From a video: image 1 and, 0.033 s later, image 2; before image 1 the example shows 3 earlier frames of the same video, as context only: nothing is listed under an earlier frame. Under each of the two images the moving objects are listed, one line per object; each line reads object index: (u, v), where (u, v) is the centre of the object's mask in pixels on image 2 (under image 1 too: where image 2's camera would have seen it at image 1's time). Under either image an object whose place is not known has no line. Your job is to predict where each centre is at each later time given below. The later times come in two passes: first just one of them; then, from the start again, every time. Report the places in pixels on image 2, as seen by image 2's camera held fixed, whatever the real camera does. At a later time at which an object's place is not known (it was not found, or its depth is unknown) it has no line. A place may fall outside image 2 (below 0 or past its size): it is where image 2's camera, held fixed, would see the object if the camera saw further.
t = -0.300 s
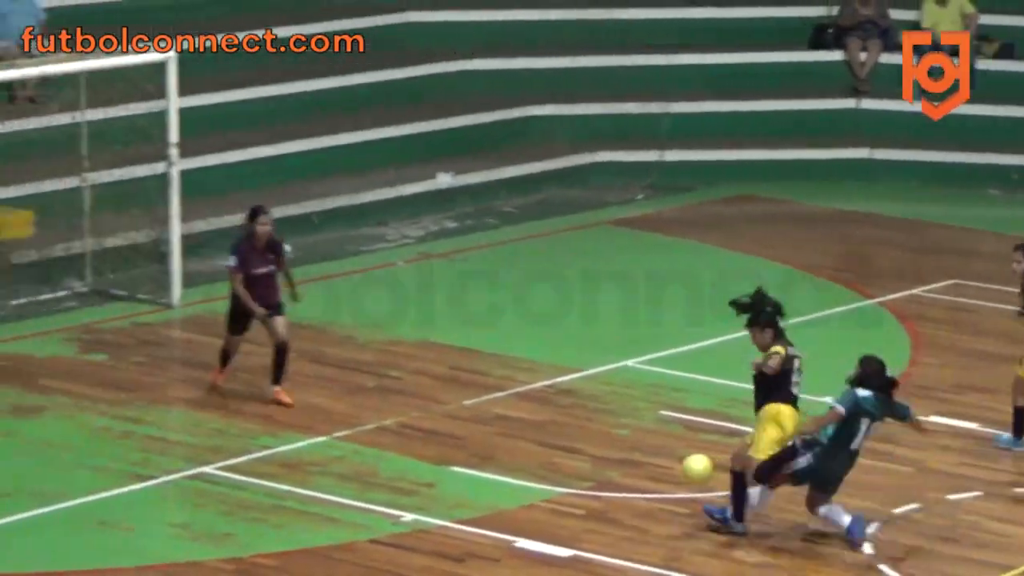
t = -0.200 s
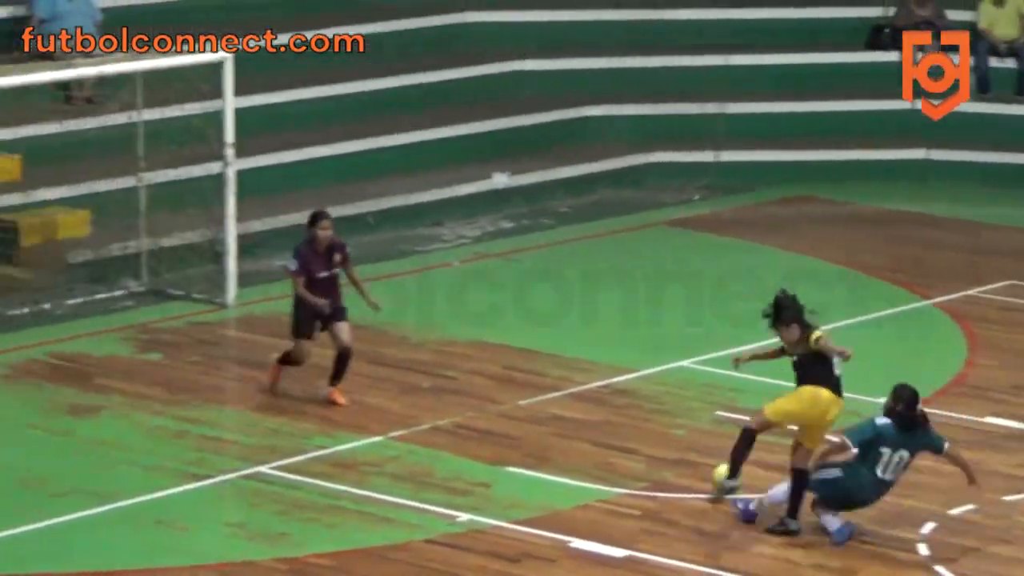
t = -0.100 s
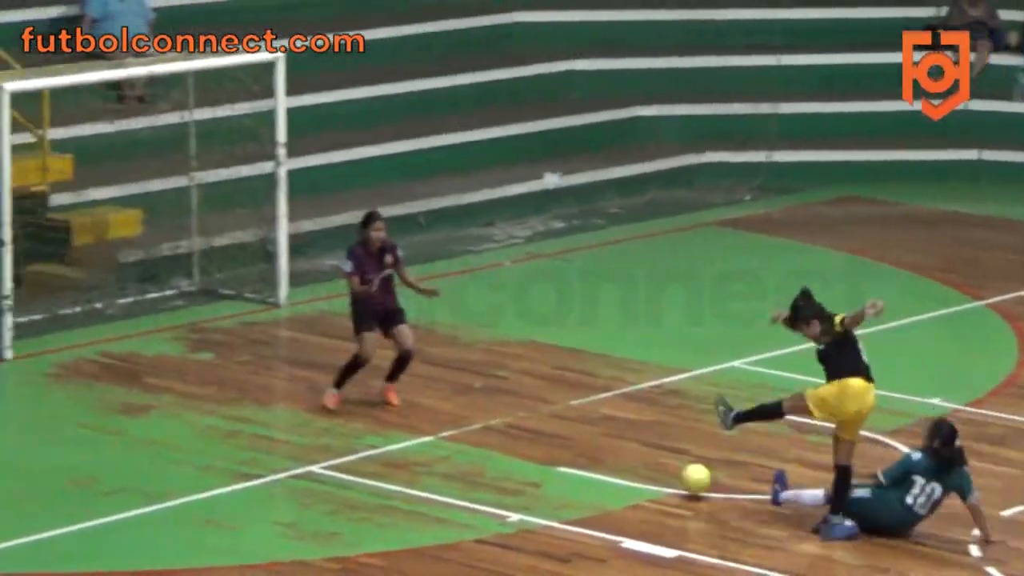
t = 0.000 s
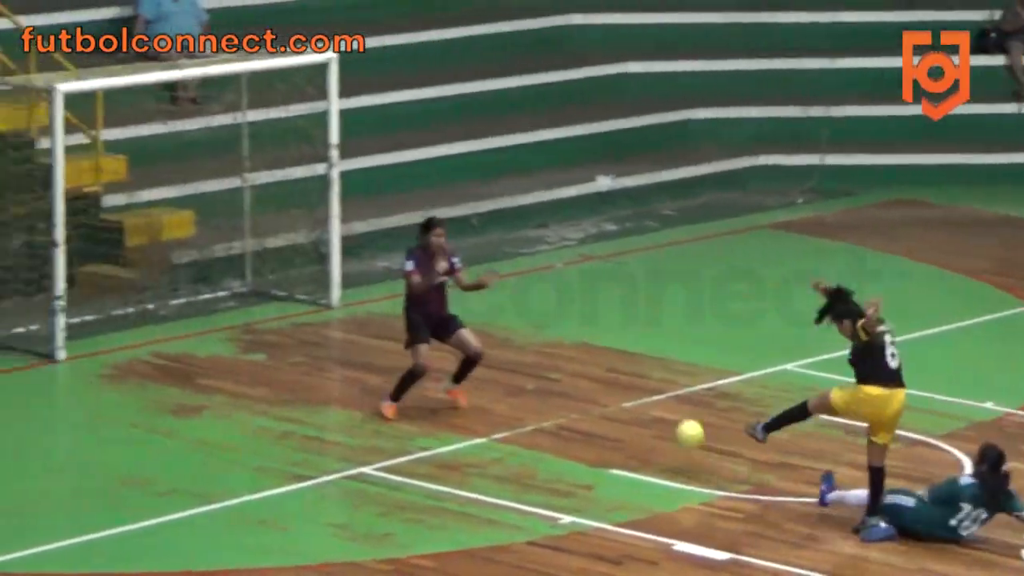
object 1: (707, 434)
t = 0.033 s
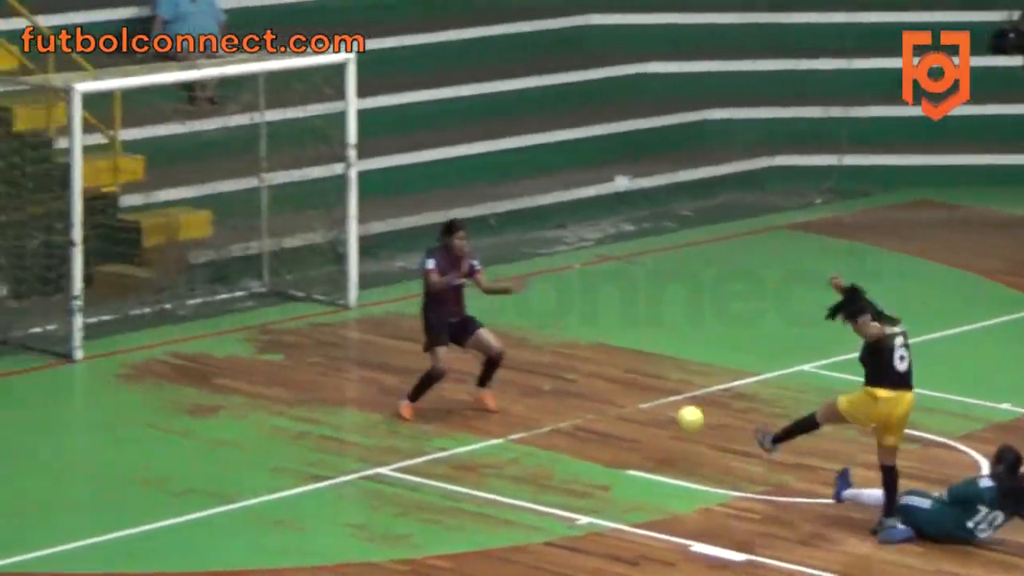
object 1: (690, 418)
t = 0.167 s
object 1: (625, 375)
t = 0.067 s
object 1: (673, 405)
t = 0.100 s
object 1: (657, 394)
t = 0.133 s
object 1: (640, 383)
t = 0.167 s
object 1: (625, 375)
